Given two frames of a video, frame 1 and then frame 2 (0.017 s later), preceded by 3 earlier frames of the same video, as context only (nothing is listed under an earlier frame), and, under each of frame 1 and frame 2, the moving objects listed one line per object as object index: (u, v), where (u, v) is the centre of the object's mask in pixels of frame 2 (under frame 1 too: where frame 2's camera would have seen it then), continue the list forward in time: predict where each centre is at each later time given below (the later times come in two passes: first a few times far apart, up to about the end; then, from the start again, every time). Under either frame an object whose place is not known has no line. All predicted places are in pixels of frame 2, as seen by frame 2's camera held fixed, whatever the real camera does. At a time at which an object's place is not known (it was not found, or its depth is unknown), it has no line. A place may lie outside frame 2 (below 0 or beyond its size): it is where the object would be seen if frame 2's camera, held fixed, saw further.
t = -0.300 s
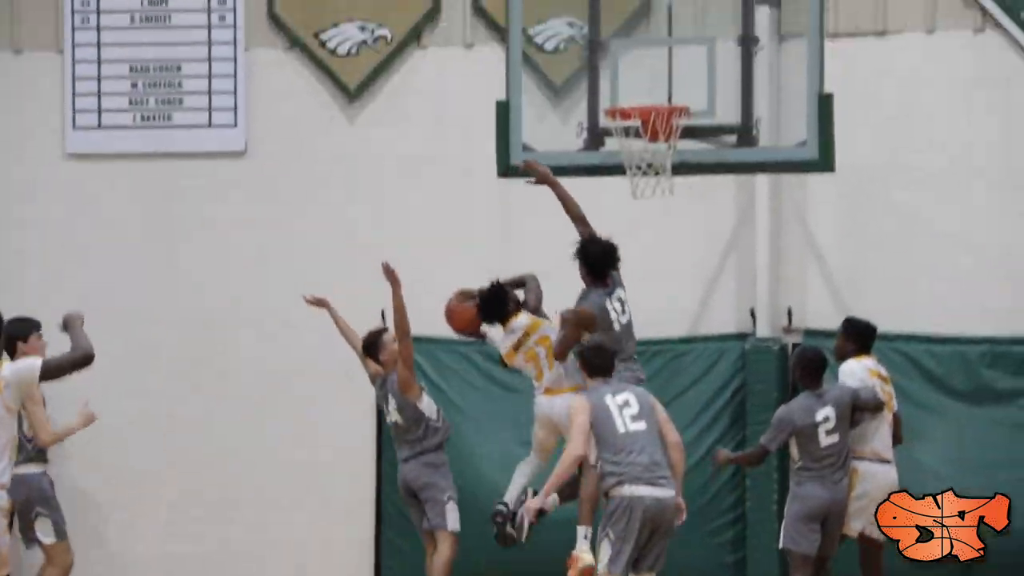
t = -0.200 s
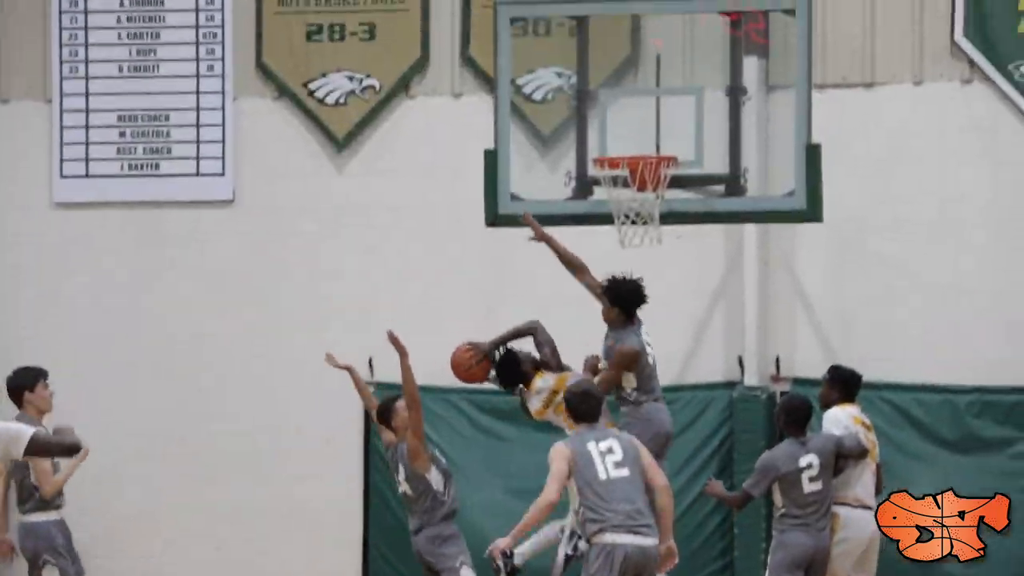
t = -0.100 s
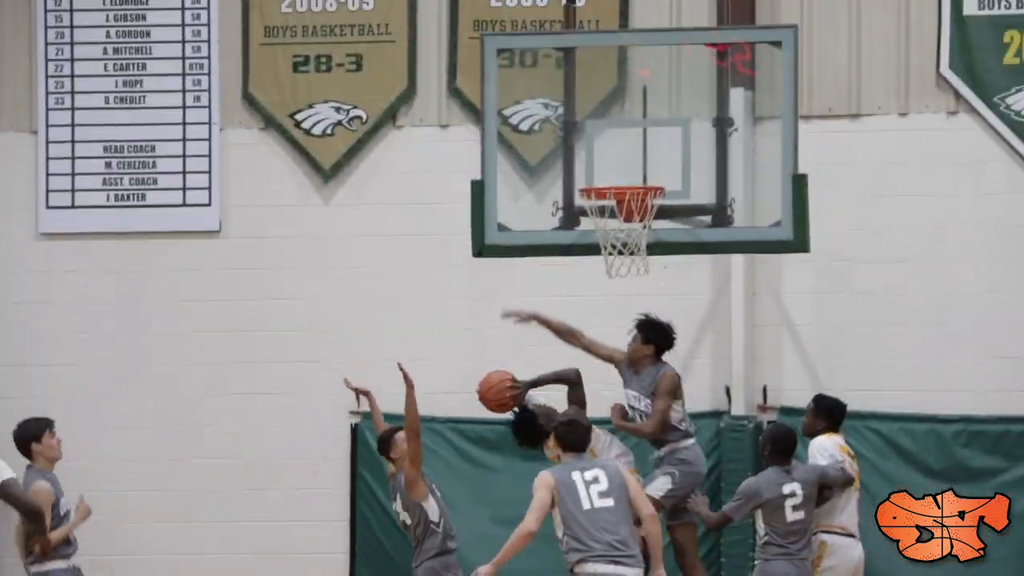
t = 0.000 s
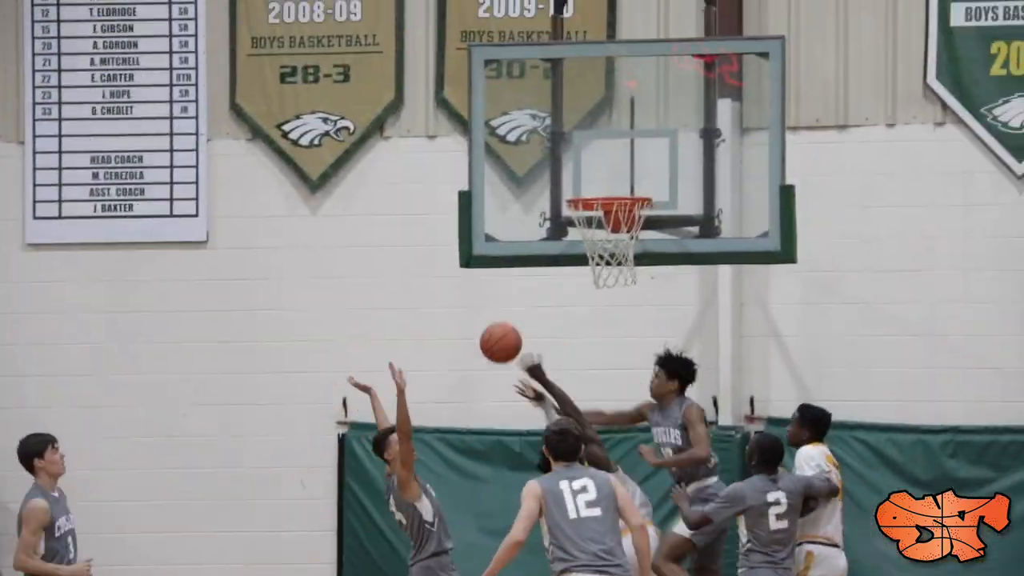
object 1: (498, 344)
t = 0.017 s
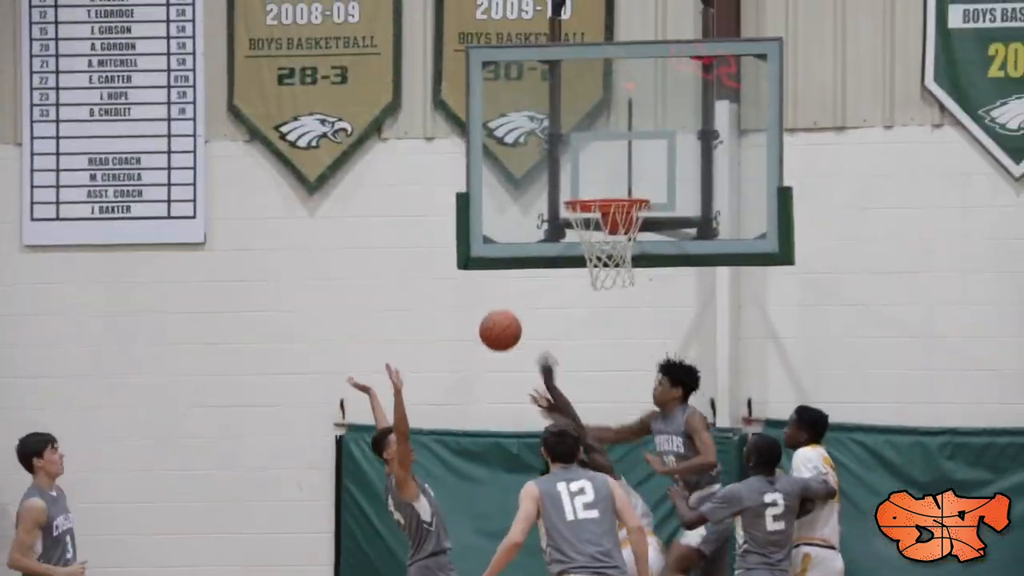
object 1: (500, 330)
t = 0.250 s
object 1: (527, 188)
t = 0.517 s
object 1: (556, 139)
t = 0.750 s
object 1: (578, 167)
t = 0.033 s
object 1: (502, 317)
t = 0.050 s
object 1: (504, 304)
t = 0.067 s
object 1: (506, 292)
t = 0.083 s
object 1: (509, 280)
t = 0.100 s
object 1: (511, 269)
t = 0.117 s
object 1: (513, 258)
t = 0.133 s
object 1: (514, 247)
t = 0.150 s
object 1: (516, 237)
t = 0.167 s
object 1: (518, 228)
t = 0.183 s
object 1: (519, 219)
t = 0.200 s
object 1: (521, 210)
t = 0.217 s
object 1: (523, 202)
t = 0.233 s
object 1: (525, 195)
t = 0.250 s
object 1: (527, 188)
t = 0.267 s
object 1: (529, 181)
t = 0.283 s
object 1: (531, 175)
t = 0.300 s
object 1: (532, 169)
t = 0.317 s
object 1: (534, 164)
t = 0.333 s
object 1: (536, 159)
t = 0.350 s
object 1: (538, 155)
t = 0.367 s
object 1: (540, 152)
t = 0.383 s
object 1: (542, 149)
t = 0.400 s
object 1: (543, 146)
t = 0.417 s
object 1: (545, 143)
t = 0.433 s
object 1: (547, 141)
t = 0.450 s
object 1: (549, 140)
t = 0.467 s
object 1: (550, 139)
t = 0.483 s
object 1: (552, 138)
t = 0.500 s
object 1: (554, 138)
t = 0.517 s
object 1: (556, 139)
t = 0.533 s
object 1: (558, 140)
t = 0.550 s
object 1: (560, 143)
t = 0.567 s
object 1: (562, 145)
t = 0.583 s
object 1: (564, 149)
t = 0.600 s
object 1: (566, 152)
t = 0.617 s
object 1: (568, 156)
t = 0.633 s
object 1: (570, 161)
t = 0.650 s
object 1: (572, 166)
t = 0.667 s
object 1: (574, 172)
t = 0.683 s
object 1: (576, 178)
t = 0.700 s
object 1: (577, 182)
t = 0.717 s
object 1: (577, 178)
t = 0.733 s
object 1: (577, 172)
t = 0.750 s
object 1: (578, 167)
